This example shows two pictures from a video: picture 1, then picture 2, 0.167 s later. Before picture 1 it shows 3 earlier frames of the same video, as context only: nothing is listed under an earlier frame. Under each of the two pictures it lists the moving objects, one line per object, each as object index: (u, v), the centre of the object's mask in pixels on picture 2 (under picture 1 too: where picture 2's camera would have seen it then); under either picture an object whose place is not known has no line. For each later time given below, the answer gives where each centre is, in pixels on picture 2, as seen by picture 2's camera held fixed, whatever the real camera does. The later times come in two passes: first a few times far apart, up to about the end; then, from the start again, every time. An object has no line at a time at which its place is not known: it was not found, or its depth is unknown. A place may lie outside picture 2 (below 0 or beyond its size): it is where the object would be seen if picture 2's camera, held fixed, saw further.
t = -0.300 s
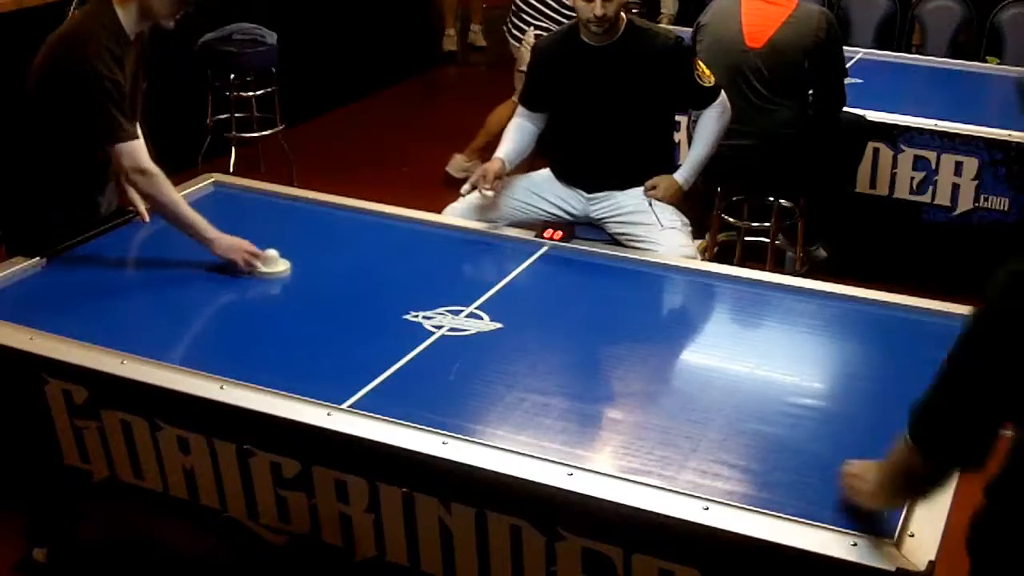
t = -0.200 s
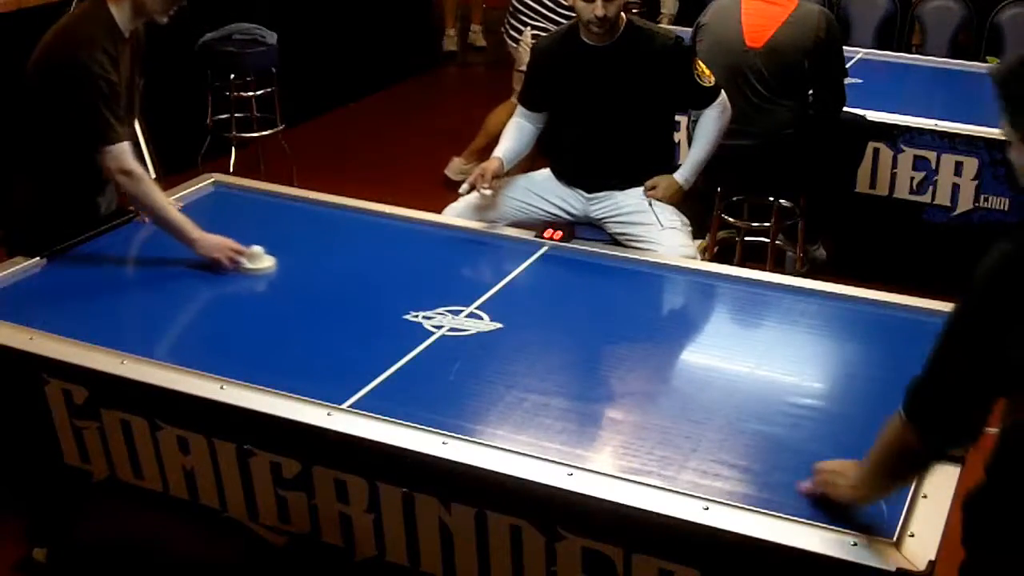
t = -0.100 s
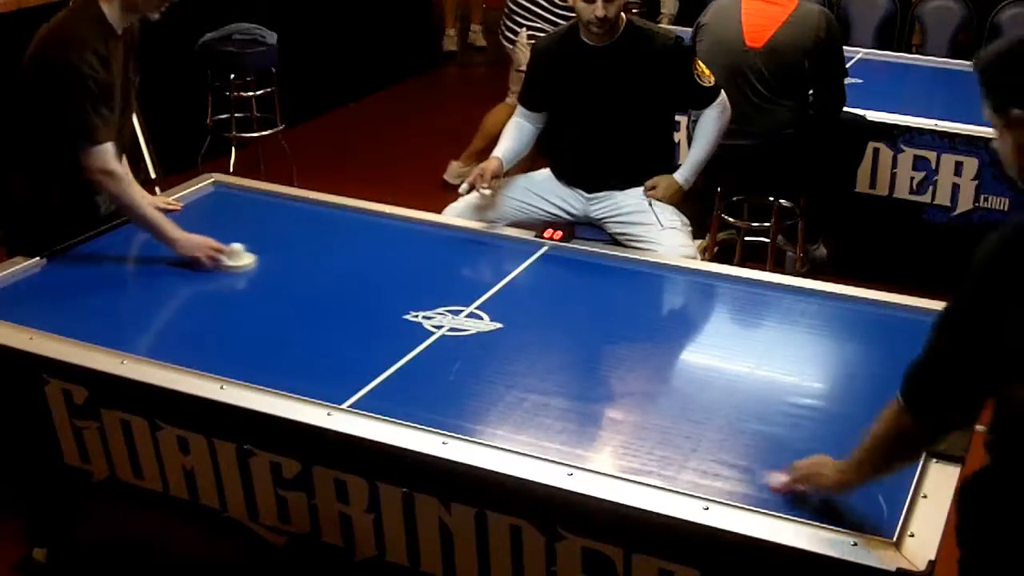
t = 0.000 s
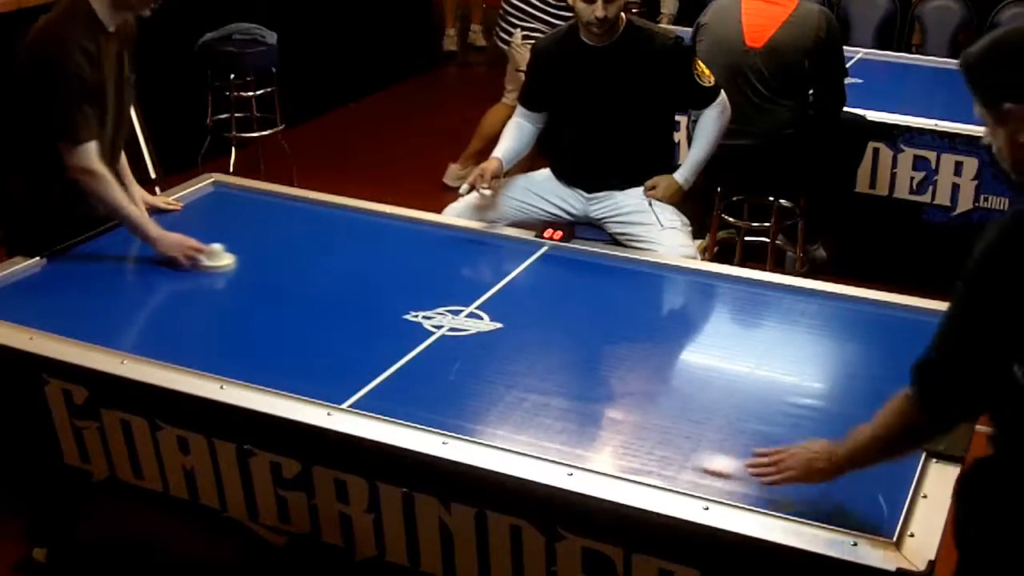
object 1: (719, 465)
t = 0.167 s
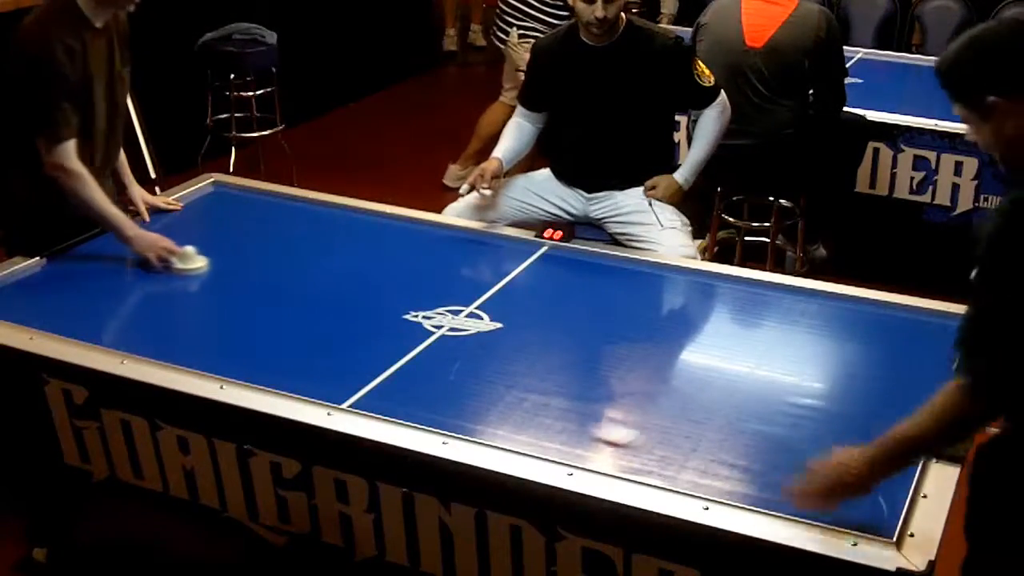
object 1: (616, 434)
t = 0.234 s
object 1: (576, 423)
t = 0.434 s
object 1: (468, 390)
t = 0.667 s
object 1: (351, 353)
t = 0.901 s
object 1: (248, 319)
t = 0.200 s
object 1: (595, 429)
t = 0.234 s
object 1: (576, 423)
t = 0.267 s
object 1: (559, 418)
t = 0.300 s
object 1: (538, 412)
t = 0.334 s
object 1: (521, 407)
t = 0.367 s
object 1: (503, 401)
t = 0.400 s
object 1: (486, 396)
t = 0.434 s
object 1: (468, 390)
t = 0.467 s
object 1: (452, 385)
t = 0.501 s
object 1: (434, 379)
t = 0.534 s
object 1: (419, 374)
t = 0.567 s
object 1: (400, 369)
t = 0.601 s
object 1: (381, 363)
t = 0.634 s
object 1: (366, 358)
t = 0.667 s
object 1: (351, 353)
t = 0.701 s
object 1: (336, 348)
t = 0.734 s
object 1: (320, 343)
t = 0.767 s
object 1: (304, 338)
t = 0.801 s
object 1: (291, 333)
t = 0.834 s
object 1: (276, 328)
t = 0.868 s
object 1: (262, 324)
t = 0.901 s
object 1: (248, 319)
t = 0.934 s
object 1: (234, 314)
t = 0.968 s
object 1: (221, 310)
